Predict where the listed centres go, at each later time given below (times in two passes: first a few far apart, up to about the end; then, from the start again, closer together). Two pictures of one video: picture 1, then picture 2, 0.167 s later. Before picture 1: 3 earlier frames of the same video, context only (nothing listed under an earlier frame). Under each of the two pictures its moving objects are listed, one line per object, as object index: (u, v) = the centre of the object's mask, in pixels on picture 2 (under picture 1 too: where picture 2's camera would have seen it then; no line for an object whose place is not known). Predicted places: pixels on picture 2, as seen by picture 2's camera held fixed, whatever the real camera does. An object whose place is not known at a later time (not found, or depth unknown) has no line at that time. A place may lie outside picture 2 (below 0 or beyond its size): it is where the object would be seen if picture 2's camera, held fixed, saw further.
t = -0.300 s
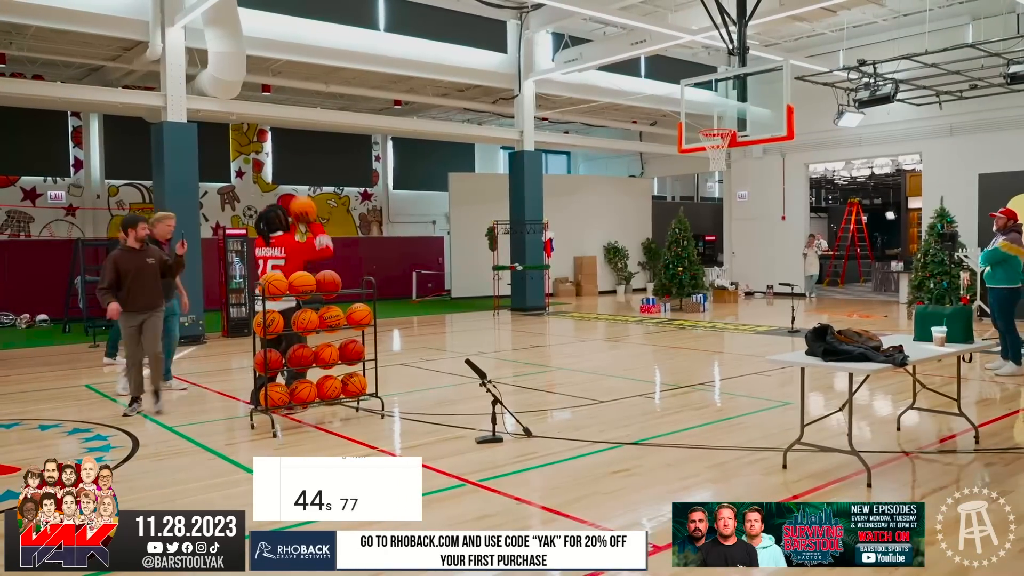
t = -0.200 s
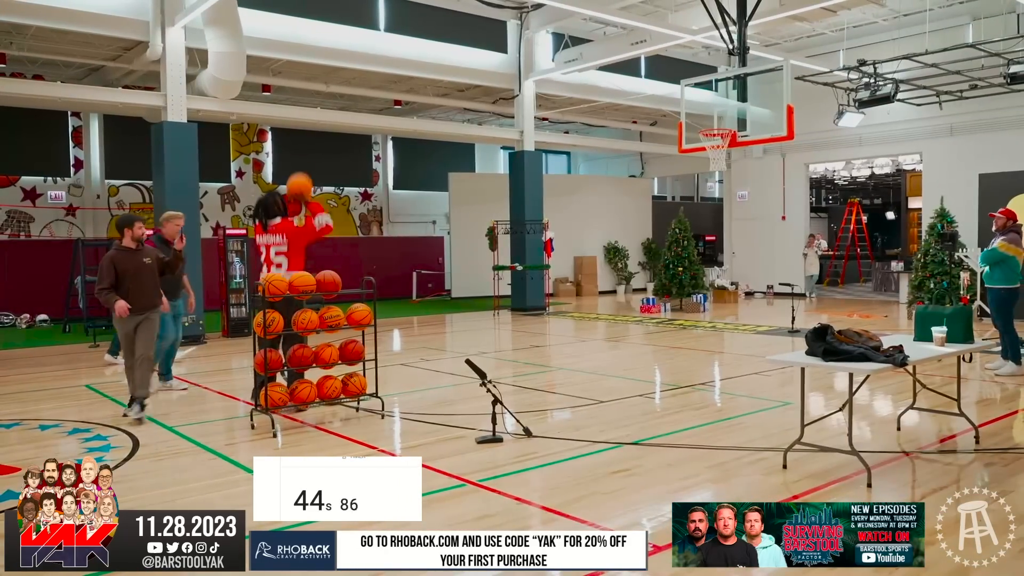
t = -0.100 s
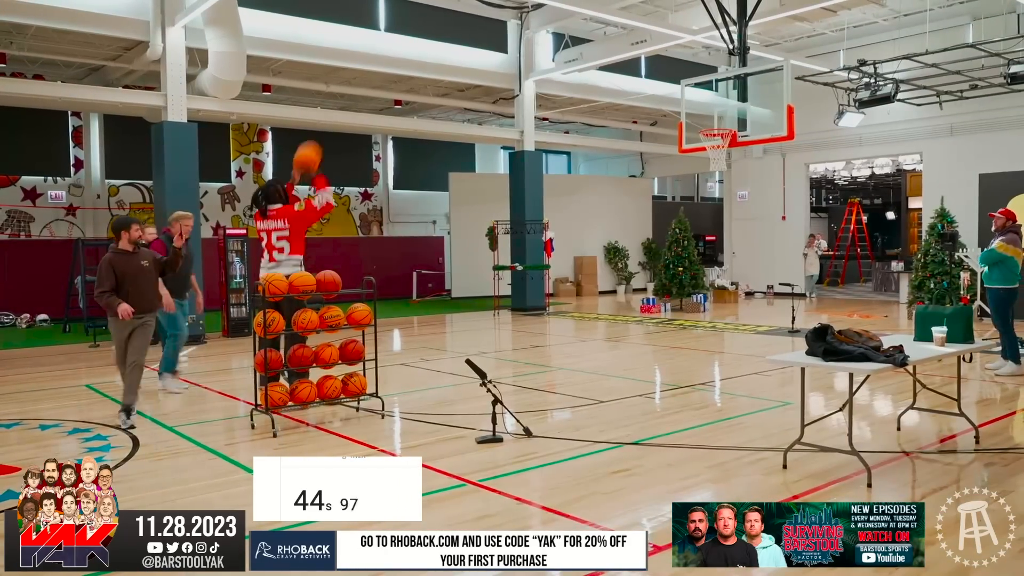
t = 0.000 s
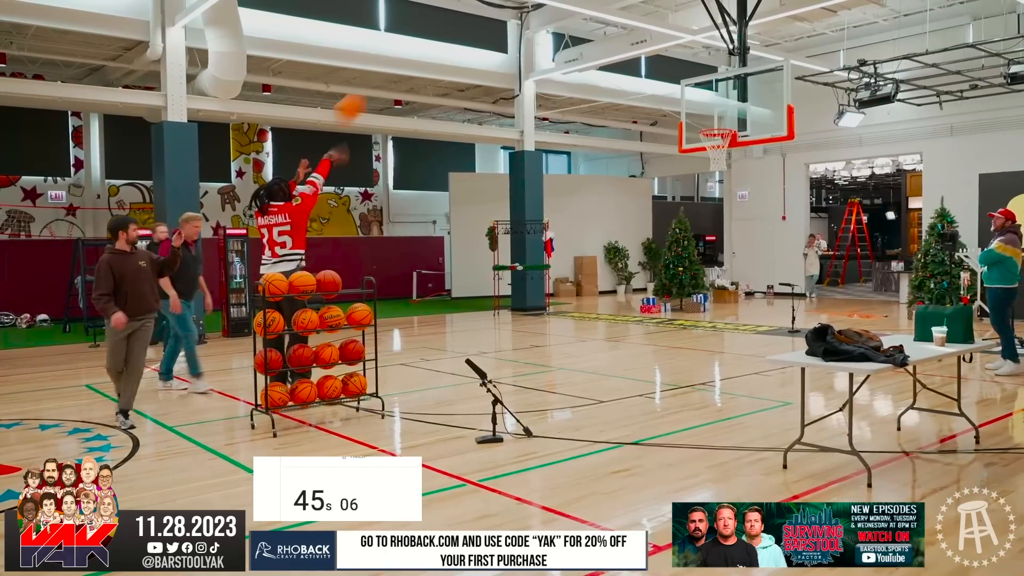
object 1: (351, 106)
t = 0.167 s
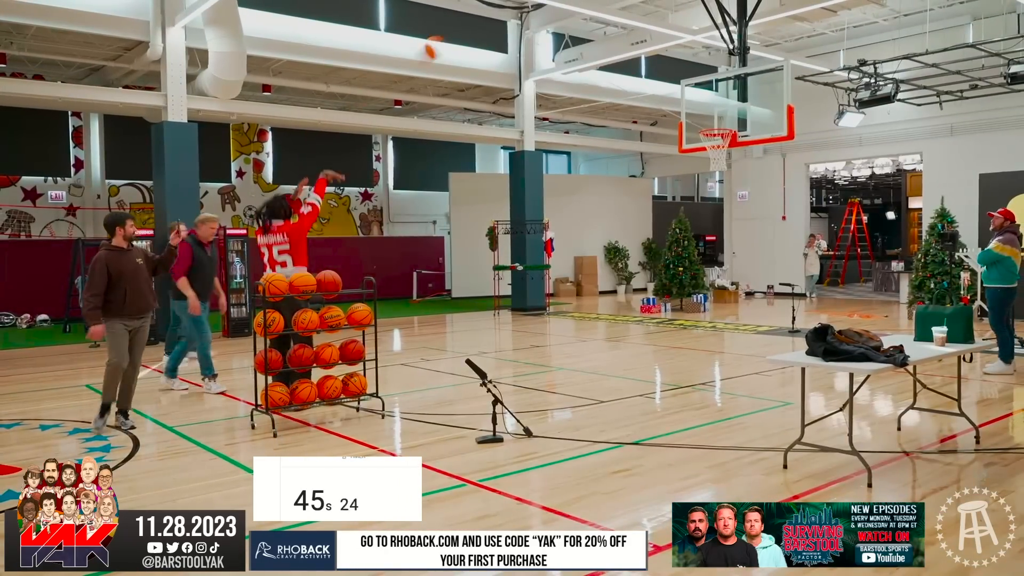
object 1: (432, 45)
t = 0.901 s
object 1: (681, 97)
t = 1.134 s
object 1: (725, 124)
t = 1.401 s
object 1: (707, 116)
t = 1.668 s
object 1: (689, 156)
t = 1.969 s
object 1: (668, 266)
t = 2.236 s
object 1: (656, 315)
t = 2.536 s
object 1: (654, 260)
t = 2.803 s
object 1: (653, 269)
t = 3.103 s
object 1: (653, 350)
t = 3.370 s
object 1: (650, 320)
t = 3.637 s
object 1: (647, 327)
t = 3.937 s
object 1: (642, 352)
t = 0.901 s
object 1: (681, 97)
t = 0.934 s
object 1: (690, 108)
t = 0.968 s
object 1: (699, 118)
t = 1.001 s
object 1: (705, 125)
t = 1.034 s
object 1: (711, 125)
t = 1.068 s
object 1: (718, 128)
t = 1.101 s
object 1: (723, 125)
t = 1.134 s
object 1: (725, 124)
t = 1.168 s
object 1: (723, 122)
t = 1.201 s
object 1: (721, 119)
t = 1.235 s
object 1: (718, 117)
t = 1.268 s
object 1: (716, 115)
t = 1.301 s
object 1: (714, 114)
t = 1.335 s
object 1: (712, 114)
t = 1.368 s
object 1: (709, 114)
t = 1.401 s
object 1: (707, 116)
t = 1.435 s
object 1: (705, 118)
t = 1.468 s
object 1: (703, 121)
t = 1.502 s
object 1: (700, 124)
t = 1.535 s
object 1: (698, 129)
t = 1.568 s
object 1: (695, 134)
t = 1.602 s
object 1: (694, 141)
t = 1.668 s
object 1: (689, 156)
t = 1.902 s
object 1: (672, 236)
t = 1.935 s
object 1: (670, 251)
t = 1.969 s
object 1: (668, 266)
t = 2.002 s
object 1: (666, 283)
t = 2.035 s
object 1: (664, 297)
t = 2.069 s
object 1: (661, 320)
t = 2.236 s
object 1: (656, 315)
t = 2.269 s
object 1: (656, 305)
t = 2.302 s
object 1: (656, 297)
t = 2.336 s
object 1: (656, 288)
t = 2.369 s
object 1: (655, 283)
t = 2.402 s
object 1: (655, 276)
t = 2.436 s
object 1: (655, 271)
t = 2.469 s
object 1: (655, 267)
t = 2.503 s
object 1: (654, 263)
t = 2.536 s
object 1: (654, 260)
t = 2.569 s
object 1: (654, 258)
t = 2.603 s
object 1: (654, 257)
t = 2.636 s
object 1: (654, 257)
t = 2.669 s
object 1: (653, 258)
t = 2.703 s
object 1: (653, 259)
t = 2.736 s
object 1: (653, 261)
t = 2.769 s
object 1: (653, 264)
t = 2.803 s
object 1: (653, 269)
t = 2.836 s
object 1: (653, 273)
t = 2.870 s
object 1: (653, 280)
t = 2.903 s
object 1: (653, 286)
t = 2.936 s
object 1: (653, 295)
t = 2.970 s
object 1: (653, 304)
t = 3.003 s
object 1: (653, 313)
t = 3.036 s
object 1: (653, 325)
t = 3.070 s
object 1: (653, 337)
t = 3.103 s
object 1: (653, 350)
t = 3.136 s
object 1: (653, 360)
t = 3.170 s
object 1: (653, 354)
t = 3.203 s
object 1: (652, 346)
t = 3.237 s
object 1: (651, 339)
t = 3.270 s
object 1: (651, 333)
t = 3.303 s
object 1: (650, 328)
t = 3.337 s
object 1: (650, 324)
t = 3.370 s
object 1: (650, 320)
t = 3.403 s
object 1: (649, 318)
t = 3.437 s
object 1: (649, 317)
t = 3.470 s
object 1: (649, 316)
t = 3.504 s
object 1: (648, 316)
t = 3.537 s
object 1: (648, 318)
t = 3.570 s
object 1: (647, 320)
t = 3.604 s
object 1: (647, 323)
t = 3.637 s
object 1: (647, 327)
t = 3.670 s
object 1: (646, 333)
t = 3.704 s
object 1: (646, 339)
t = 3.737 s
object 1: (645, 346)
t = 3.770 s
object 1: (645, 354)
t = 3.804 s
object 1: (645, 364)
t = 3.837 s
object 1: (644, 368)
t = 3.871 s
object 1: (644, 362)
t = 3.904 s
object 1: (643, 357)
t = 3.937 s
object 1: (642, 352)
